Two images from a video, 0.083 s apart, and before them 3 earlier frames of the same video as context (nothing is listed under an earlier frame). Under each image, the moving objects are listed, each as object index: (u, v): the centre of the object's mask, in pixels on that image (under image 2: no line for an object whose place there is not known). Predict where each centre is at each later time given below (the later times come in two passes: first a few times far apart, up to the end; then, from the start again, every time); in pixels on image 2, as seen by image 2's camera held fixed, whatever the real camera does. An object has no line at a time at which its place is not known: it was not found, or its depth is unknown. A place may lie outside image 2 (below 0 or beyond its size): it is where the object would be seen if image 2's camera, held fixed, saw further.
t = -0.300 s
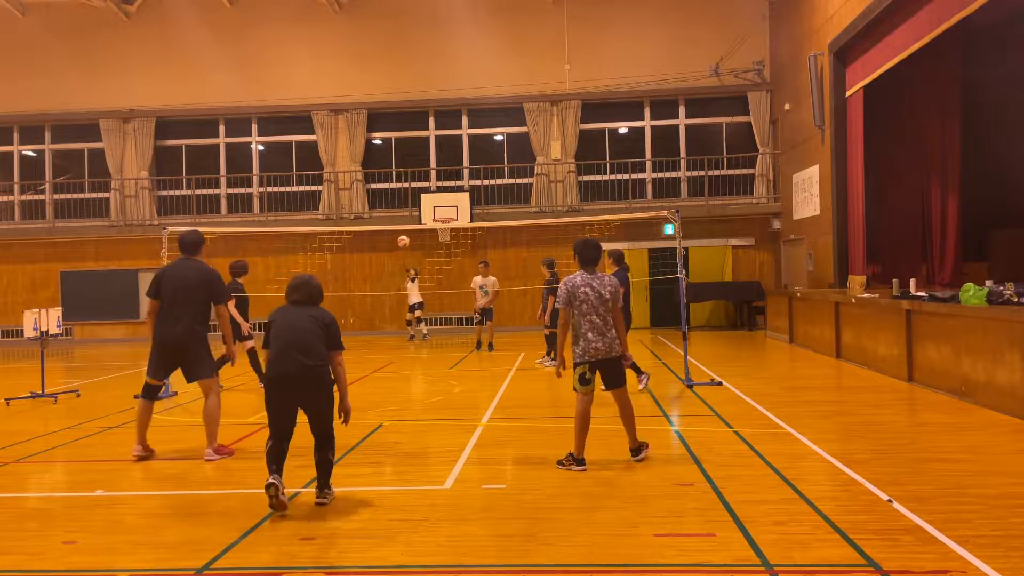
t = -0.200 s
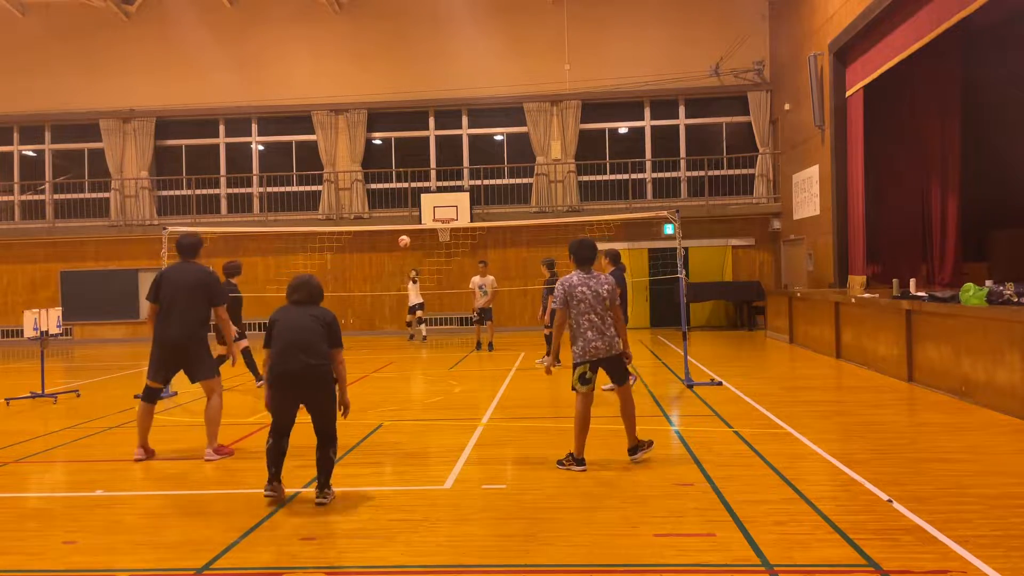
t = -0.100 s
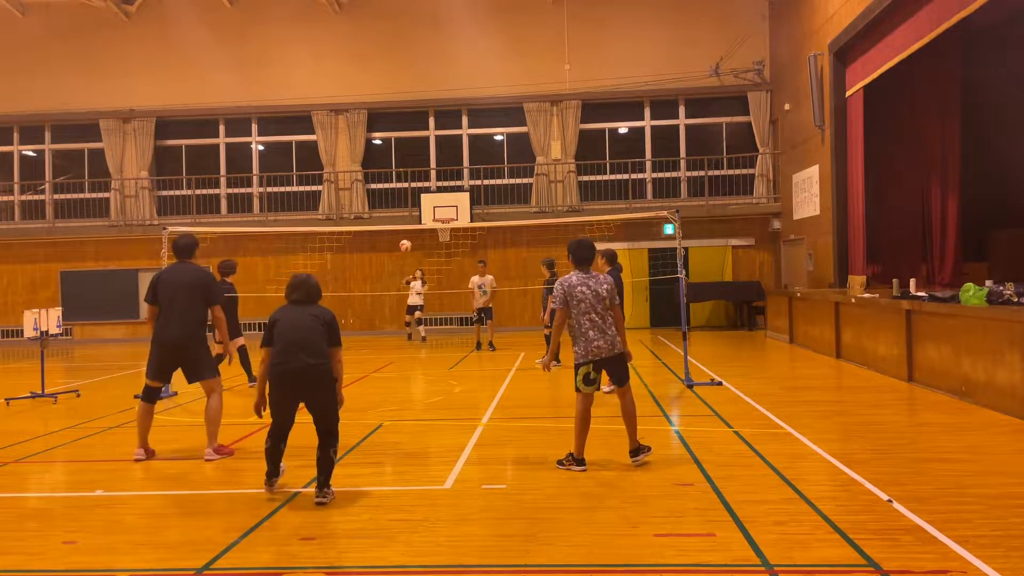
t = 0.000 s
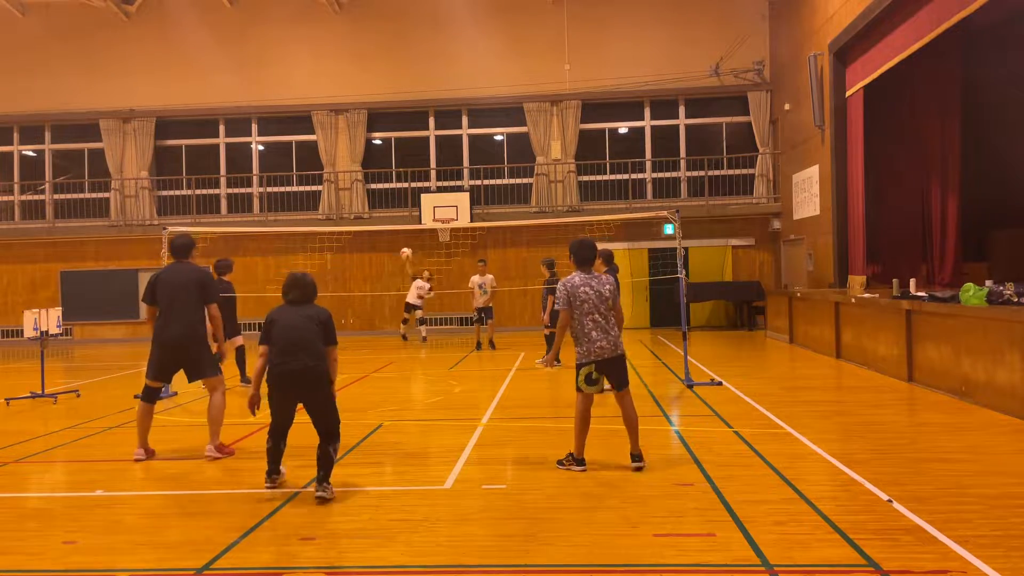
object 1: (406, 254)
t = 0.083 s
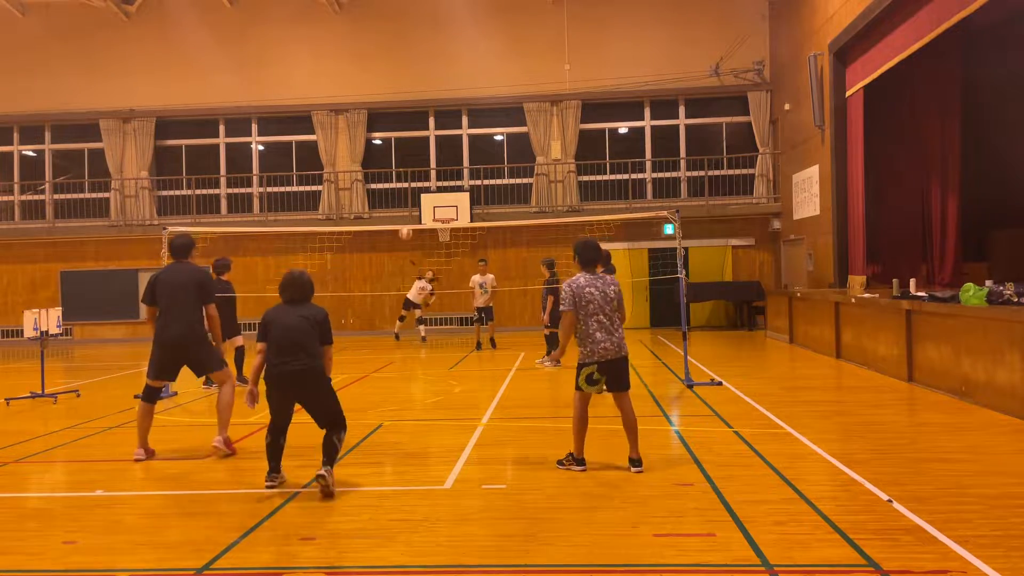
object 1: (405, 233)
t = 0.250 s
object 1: (404, 193)
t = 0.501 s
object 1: (403, 151)
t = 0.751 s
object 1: (398, 147)
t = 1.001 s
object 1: (390, 204)
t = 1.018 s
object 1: (389, 210)
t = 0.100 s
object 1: (405, 229)
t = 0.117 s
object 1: (404, 222)
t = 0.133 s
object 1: (404, 219)
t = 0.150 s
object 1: (404, 216)
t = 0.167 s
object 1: (404, 212)
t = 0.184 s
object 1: (403, 208)
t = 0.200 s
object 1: (403, 204)
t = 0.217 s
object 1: (403, 200)
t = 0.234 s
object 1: (404, 197)
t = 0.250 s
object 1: (404, 193)
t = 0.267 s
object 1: (404, 190)
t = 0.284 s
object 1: (403, 186)
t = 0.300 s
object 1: (403, 183)
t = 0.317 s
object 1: (403, 179)
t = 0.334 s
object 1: (403, 176)
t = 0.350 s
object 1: (403, 173)
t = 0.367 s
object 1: (403, 170)
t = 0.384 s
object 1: (403, 167)
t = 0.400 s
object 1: (403, 165)
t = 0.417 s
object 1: (403, 162)
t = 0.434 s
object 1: (403, 159)
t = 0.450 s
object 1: (403, 157)
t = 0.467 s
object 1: (403, 155)
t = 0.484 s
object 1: (403, 153)
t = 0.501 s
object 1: (403, 151)
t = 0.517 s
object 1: (402, 149)
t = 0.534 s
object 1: (402, 148)
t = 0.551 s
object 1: (402, 146)
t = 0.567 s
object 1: (402, 145)
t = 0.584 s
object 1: (401, 144)
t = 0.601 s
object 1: (401, 144)
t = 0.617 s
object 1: (401, 144)
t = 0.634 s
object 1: (400, 143)
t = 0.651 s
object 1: (400, 143)
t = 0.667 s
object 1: (400, 143)
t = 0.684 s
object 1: (399, 144)
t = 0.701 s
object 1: (399, 145)
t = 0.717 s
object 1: (399, 145)
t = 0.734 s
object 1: (398, 146)
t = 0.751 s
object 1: (398, 147)
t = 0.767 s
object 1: (397, 149)
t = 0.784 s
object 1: (397, 151)
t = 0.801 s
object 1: (397, 153)
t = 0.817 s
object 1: (396, 155)
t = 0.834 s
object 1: (396, 158)
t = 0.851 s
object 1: (395, 161)
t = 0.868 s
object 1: (395, 164)
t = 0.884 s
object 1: (394, 168)
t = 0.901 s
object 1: (394, 171)
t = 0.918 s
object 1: (393, 176)
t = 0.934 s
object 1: (392, 181)
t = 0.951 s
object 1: (391, 186)
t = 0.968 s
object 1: (391, 192)
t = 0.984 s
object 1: (390, 198)
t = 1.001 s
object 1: (390, 204)
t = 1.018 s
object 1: (389, 210)
